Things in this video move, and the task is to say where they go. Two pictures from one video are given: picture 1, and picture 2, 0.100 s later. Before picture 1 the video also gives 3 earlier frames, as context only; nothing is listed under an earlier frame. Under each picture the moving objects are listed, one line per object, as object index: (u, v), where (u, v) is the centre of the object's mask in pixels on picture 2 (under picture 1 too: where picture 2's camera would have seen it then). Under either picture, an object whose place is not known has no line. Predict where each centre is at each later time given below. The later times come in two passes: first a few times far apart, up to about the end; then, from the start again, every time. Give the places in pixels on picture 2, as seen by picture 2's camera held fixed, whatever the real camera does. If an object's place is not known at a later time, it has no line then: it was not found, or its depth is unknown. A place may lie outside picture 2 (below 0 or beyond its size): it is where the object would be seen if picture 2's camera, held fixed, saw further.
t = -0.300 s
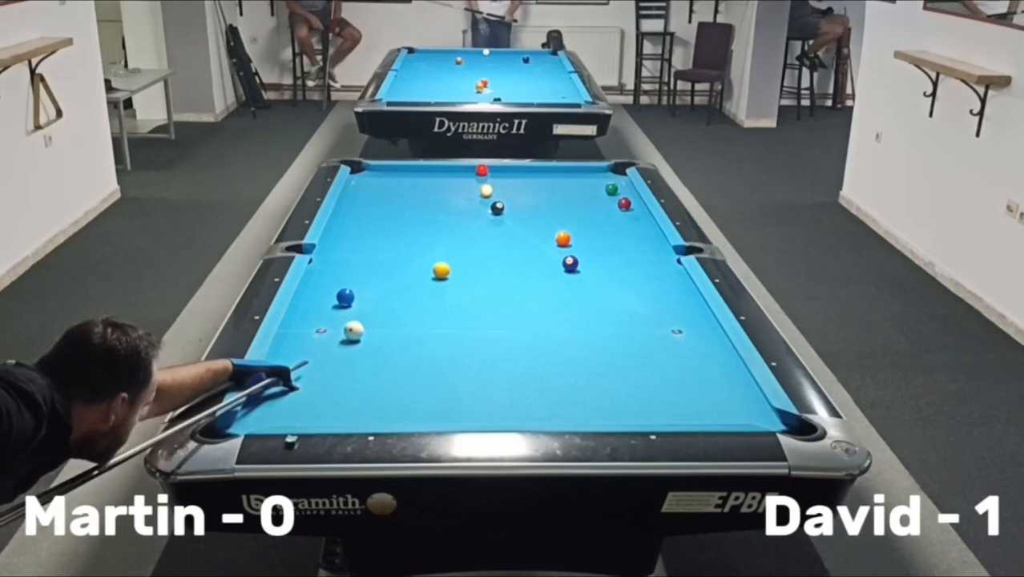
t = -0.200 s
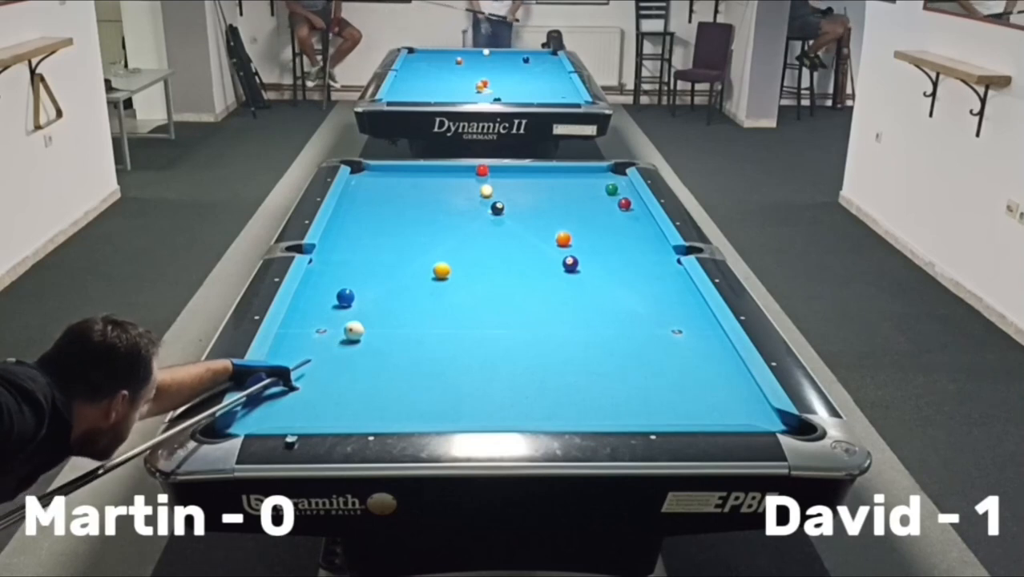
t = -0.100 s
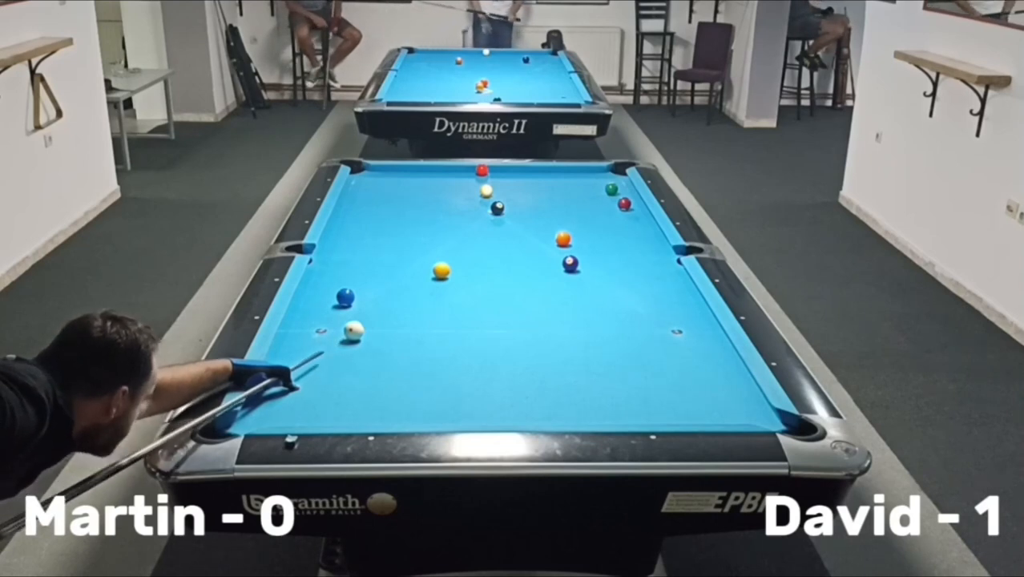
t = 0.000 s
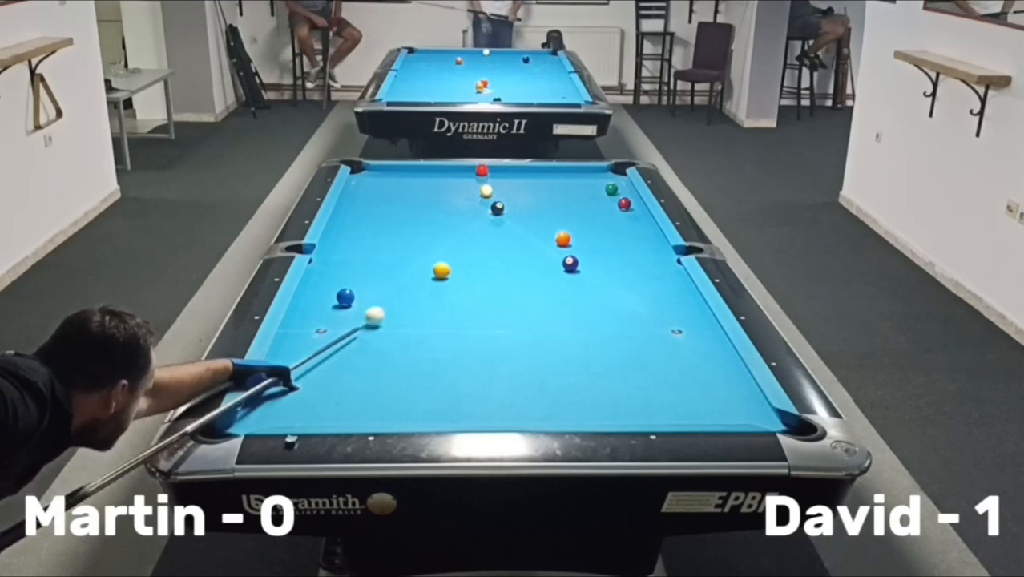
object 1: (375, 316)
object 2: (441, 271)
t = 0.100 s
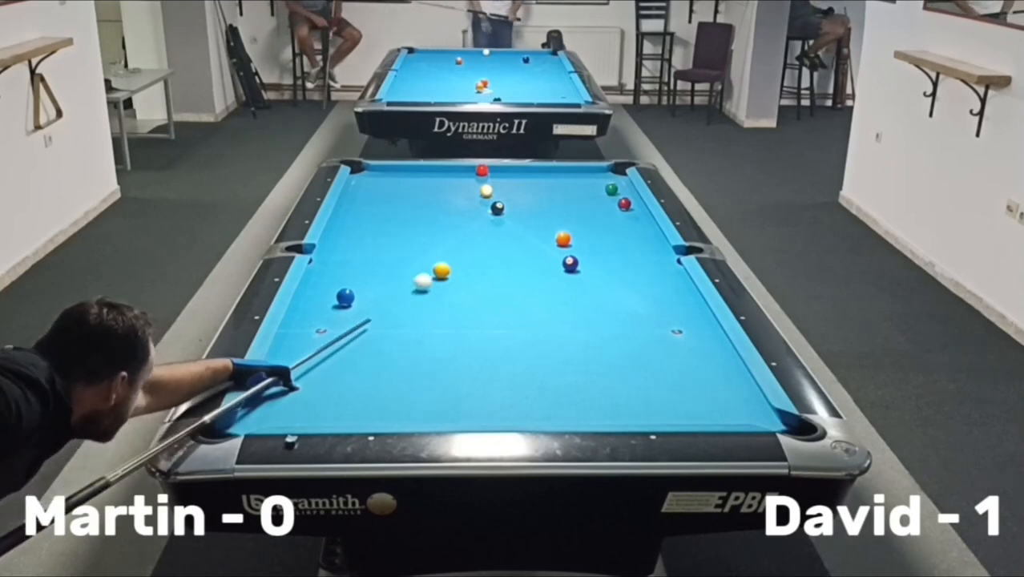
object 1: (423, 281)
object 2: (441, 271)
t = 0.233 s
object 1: (431, 273)
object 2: (482, 246)
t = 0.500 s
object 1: (426, 269)
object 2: (545, 208)
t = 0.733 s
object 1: (423, 265)
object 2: (586, 183)
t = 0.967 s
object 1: (420, 262)
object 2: (626, 169)
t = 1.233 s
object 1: (418, 260)
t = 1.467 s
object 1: (416, 258)
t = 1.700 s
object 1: (414, 258)
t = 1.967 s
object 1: (412, 257)
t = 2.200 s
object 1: (412, 256)
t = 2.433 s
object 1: (412, 257)
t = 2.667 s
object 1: (412, 257)
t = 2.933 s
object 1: (412, 257)
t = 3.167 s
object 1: (412, 257)
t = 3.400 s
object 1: (412, 257)
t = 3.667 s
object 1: (412, 257)
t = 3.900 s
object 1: (412, 257)
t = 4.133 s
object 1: (412, 256)
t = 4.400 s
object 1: (412, 256)
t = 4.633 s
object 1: (412, 256)
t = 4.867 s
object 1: (412, 257)
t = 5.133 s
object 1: (412, 257)
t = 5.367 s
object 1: (412, 256)
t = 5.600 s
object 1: (412, 256)
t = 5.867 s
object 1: (412, 257)
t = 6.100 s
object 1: (412, 256)
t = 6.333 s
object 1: (412, 256)
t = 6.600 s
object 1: (412, 257)
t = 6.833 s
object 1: (412, 256)
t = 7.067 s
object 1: (412, 256)
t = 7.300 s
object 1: (412, 256)
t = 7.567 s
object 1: (412, 256)
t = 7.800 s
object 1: (412, 256)
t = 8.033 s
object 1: (412, 256)
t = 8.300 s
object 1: (412, 257)
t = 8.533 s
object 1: (412, 257)
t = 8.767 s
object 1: (412, 257)
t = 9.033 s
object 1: (412, 257)
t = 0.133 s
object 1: (432, 275)
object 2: (446, 268)
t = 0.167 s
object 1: (432, 274)
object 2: (458, 261)
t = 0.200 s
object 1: (431, 274)
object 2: (470, 253)
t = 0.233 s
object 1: (431, 273)
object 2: (482, 246)
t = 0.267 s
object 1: (430, 272)
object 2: (491, 240)
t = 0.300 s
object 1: (429, 272)
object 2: (501, 235)
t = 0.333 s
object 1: (429, 271)
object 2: (510, 229)
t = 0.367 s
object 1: (428, 271)
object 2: (517, 225)
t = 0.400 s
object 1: (428, 270)
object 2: (525, 220)
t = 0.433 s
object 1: (427, 269)
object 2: (532, 216)
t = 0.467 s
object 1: (427, 269)
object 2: (538, 212)
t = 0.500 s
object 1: (426, 269)
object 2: (545, 208)
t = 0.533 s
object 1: (426, 268)
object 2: (552, 204)
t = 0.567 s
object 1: (425, 268)
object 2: (558, 200)
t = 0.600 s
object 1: (425, 267)
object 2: (564, 196)
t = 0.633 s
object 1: (424, 267)
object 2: (570, 193)
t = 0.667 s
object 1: (424, 266)
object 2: (576, 189)
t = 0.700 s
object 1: (423, 266)
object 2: (581, 186)
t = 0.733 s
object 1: (423, 265)
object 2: (586, 183)
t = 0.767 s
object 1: (422, 265)
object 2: (591, 179)
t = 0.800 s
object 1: (422, 265)
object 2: (596, 176)
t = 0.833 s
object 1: (422, 264)
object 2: (602, 173)
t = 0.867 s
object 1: (421, 264)
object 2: (606, 170)
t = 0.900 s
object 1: (421, 263)
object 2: (613, 168)
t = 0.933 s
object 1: (421, 263)
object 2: (622, 169)
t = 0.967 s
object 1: (420, 262)
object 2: (626, 169)
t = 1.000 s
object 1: (420, 262)
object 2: (623, 171)
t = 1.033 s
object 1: (420, 262)
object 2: (621, 173)
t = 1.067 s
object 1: (419, 262)
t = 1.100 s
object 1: (419, 261)
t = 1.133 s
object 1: (418, 261)
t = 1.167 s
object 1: (418, 261)
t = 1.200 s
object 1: (418, 260)
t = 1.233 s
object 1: (418, 260)
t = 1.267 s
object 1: (417, 260)
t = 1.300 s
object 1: (417, 260)
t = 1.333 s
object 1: (417, 259)
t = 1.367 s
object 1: (416, 259)
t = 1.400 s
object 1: (416, 259)
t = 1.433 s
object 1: (416, 259)
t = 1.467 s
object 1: (416, 258)
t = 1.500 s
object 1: (415, 258)
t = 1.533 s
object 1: (415, 258)
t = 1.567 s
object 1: (415, 258)
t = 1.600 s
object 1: (415, 258)
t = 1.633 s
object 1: (414, 258)
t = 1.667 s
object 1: (414, 258)
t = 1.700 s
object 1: (414, 258)
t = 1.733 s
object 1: (414, 258)
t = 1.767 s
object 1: (414, 257)
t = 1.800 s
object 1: (413, 257)
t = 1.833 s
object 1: (413, 257)
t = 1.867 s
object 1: (413, 257)
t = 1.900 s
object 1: (413, 257)
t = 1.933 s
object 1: (413, 257)
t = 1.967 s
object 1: (412, 257)
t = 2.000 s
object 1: (412, 257)
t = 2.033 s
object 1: (412, 257)
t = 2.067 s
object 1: (412, 257)
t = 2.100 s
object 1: (412, 257)
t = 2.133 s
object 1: (412, 257)
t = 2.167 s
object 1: (412, 256)
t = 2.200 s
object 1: (412, 256)
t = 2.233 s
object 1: (412, 257)
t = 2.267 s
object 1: (412, 257)
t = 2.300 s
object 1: (412, 256)
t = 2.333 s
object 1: (412, 256)
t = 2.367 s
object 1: (412, 256)
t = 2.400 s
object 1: (412, 256)
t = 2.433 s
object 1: (412, 257)
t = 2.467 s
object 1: (412, 256)
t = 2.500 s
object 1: (412, 257)
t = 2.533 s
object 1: (412, 256)
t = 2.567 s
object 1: (412, 256)
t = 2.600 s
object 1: (412, 257)
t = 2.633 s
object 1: (412, 257)
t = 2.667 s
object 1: (412, 257)
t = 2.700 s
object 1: (412, 257)
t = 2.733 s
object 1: (412, 257)
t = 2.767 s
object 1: (412, 257)
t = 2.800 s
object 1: (412, 257)
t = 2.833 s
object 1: (412, 257)
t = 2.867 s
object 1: (412, 257)
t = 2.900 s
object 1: (412, 257)
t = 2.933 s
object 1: (412, 257)
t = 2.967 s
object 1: (412, 257)
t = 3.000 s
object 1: (412, 257)
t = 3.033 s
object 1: (412, 257)
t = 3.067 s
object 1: (412, 257)
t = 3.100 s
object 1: (412, 257)
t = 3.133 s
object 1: (412, 257)
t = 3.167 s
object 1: (412, 257)
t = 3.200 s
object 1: (412, 257)
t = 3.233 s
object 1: (412, 257)
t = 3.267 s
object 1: (412, 257)
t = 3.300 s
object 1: (412, 257)
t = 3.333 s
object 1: (412, 257)
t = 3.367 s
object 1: (412, 257)
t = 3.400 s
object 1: (412, 257)
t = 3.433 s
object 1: (412, 257)
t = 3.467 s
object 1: (412, 257)
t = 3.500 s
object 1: (412, 257)
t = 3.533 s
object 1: (412, 257)
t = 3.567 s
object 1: (412, 257)
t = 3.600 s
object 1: (412, 257)
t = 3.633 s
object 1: (412, 257)
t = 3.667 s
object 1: (412, 257)
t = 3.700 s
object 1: (412, 257)
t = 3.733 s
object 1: (412, 257)
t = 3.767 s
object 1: (412, 257)
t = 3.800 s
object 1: (412, 257)
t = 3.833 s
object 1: (412, 257)
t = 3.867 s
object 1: (412, 257)
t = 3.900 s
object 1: (412, 257)
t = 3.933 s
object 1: (412, 257)
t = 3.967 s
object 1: (412, 257)
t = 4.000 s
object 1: (412, 256)
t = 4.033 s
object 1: (412, 256)
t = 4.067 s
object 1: (412, 256)
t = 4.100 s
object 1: (412, 256)
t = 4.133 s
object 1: (412, 256)
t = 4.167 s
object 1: (412, 257)
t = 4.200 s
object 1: (412, 256)
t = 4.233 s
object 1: (412, 257)
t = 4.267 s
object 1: (412, 256)
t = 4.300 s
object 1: (412, 257)
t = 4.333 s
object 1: (412, 257)
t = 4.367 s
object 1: (412, 256)
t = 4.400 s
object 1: (412, 256)
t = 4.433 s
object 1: (412, 256)
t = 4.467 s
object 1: (412, 256)
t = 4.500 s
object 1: (412, 257)
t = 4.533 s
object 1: (412, 257)
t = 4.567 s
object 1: (412, 256)
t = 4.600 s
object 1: (412, 257)
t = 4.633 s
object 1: (412, 256)
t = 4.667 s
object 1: (412, 257)
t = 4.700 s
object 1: (412, 257)
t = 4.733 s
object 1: (412, 256)
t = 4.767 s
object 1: (412, 256)
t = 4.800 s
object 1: (412, 257)
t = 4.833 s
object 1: (412, 257)
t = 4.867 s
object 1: (412, 257)
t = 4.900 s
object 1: (412, 256)
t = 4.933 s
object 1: (412, 257)
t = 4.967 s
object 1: (412, 256)
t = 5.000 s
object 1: (412, 257)
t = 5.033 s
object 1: (412, 256)
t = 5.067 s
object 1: (412, 256)
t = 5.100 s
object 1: (412, 256)
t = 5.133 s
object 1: (412, 257)
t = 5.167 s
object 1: (412, 257)
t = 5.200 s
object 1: (412, 256)
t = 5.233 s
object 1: (412, 256)
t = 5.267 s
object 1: (412, 256)
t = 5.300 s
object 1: (412, 257)
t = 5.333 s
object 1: (412, 256)
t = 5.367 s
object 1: (412, 256)
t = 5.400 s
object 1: (412, 256)
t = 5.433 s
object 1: (412, 256)
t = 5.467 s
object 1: (412, 256)
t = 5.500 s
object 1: (412, 257)
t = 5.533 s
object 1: (412, 257)
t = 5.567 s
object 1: (412, 256)
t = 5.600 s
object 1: (412, 256)
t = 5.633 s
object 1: (412, 256)
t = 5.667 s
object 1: (412, 256)
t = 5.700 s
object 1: (412, 256)
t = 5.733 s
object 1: (412, 257)
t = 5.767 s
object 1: (412, 256)
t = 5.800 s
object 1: (412, 256)
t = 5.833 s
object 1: (412, 256)
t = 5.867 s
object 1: (412, 257)
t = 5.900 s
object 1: (412, 257)
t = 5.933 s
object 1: (412, 257)
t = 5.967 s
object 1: (412, 256)
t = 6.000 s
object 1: (412, 257)
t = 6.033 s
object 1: (412, 257)
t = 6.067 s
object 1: (412, 256)
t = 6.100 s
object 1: (412, 256)
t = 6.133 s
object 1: (412, 257)
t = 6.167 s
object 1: (412, 256)
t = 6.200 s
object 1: (412, 256)
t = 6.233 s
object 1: (412, 257)
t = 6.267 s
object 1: (412, 257)
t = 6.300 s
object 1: (412, 256)
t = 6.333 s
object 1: (412, 256)
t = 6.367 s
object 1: (412, 256)
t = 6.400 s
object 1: (412, 257)
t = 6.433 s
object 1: (412, 257)
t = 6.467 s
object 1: (412, 257)
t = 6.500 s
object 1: (412, 257)
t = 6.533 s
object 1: (412, 257)
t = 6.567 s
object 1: (412, 257)
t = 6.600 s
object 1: (412, 257)
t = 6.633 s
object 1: (412, 257)
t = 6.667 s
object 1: (412, 256)
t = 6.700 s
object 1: (412, 256)
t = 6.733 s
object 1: (412, 256)
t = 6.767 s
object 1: (412, 256)
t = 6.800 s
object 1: (412, 256)
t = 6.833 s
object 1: (412, 256)
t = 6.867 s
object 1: (412, 256)
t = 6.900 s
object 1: (412, 256)
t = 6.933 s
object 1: (412, 256)
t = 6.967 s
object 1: (412, 256)
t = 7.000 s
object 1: (412, 256)
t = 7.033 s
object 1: (412, 256)
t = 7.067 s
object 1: (412, 256)
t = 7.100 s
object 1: (412, 256)
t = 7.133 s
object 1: (412, 256)
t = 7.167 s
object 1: (412, 256)
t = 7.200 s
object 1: (412, 256)
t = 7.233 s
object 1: (412, 256)
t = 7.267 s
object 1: (412, 256)
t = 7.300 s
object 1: (412, 256)
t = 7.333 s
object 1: (412, 256)
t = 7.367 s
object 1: (412, 256)
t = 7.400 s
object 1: (412, 256)
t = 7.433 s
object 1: (412, 256)
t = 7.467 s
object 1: (412, 256)
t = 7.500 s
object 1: (412, 256)
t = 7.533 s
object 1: (412, 256)
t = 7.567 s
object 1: (412, 256)
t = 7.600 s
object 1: (412, 256)
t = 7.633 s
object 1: (412, 256)
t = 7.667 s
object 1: (412, 256)
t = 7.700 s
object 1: (412, 256)
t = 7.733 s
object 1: (412, 256)
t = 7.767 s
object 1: (412, 256)
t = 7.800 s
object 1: (412, 256)
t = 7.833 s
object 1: (412, 256)
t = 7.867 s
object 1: (412, 256)
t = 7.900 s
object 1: (412, 257)
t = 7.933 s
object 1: (412, 257)
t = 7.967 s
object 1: (412, 257)
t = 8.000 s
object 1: (412, 256)
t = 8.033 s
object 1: (412, 256)
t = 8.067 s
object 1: (412, 257)
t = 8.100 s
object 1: (412, 256)
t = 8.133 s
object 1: (412, 256)
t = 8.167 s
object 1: (412, 256)
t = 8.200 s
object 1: (412, 257)
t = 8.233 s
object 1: (412, 257)
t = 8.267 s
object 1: (412, 257)
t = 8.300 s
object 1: (412, 257)
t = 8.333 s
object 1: (412, 257)
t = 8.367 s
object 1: (412, 257)
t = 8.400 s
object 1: (412, 257)
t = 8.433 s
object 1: (412, 257)
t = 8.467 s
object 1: (412, 257)
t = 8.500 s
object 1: (412, 257)
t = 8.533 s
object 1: (412, 257)
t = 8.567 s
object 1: (412, 257)
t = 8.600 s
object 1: (412, 257)
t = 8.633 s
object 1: (412, 257)
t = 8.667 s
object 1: (412, 257)
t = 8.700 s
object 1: (412, 257)
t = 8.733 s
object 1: (412, 257)
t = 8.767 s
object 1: (412, 257)
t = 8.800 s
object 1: (412, 257)
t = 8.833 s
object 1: (412, 257)
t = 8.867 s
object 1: (412, 257)
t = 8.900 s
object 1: (412, 257)
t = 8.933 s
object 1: (412, 257)
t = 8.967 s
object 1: (412, 257)
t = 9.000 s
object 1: (412, 257)
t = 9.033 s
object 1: (412, 257)
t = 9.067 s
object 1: (412, 257)
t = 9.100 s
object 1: (412, 257)
